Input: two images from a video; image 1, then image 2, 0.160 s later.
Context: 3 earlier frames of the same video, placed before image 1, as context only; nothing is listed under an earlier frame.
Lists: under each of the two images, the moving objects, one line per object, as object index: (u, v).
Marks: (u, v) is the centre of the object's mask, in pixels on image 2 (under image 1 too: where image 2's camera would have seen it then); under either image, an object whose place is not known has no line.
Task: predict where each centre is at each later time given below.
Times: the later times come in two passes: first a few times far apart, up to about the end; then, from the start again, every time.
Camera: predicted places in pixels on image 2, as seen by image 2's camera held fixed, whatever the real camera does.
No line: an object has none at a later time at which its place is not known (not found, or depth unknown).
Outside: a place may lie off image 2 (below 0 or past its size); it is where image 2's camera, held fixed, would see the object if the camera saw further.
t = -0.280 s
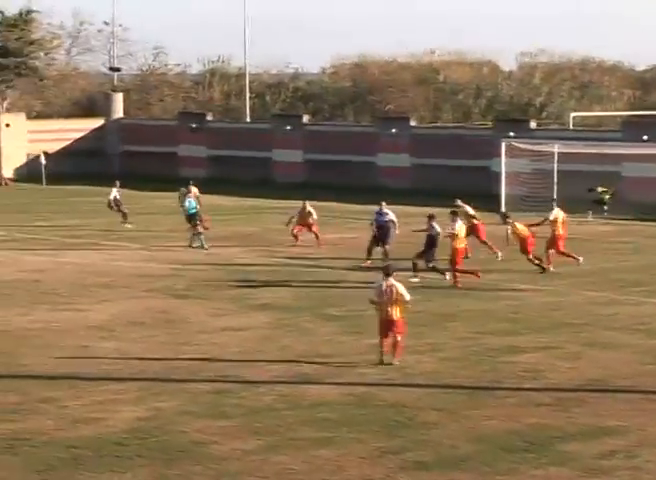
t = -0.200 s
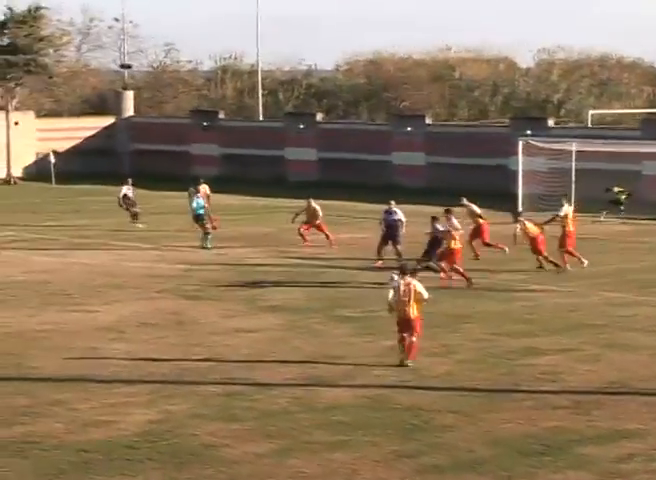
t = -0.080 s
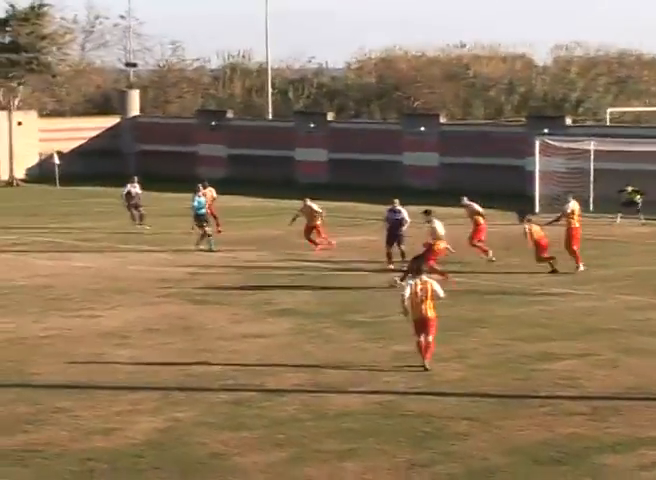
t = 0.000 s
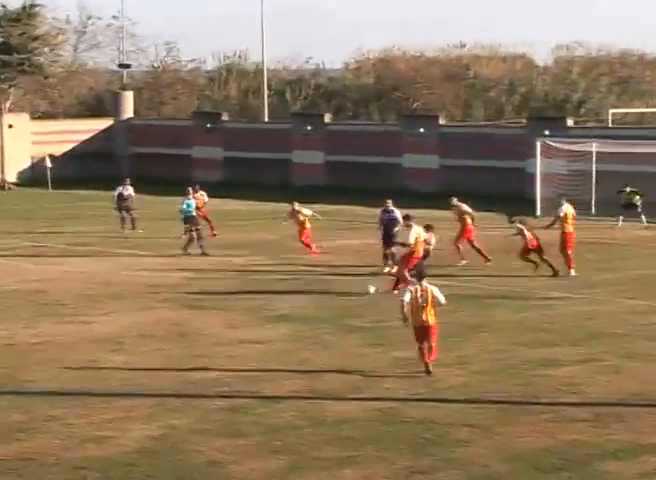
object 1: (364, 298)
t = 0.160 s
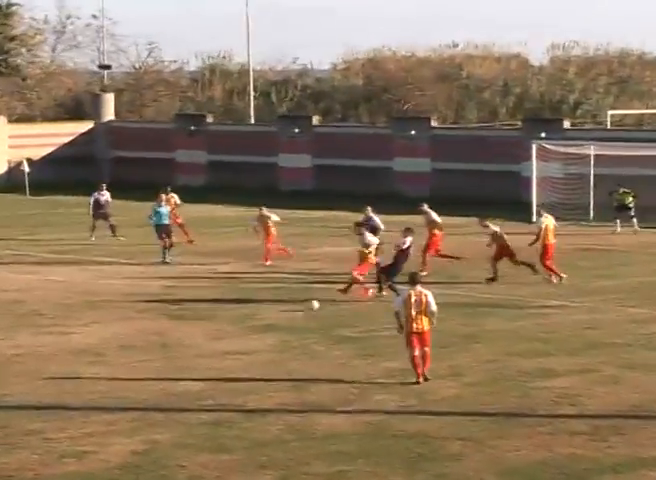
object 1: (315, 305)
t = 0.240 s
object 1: (292, 308)
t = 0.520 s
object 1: (228, 316)
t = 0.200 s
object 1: (303, 307)
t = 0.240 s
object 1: (292, 308)
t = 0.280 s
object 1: (283, 310)
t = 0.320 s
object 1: (273, 311)
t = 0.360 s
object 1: (263, 312)
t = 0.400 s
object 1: (253, 314)
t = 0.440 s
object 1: (244, 315)
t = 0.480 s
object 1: (236, 315)
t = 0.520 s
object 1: (228, 316)
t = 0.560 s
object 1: (220, 317)
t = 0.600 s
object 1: (213, 319)
